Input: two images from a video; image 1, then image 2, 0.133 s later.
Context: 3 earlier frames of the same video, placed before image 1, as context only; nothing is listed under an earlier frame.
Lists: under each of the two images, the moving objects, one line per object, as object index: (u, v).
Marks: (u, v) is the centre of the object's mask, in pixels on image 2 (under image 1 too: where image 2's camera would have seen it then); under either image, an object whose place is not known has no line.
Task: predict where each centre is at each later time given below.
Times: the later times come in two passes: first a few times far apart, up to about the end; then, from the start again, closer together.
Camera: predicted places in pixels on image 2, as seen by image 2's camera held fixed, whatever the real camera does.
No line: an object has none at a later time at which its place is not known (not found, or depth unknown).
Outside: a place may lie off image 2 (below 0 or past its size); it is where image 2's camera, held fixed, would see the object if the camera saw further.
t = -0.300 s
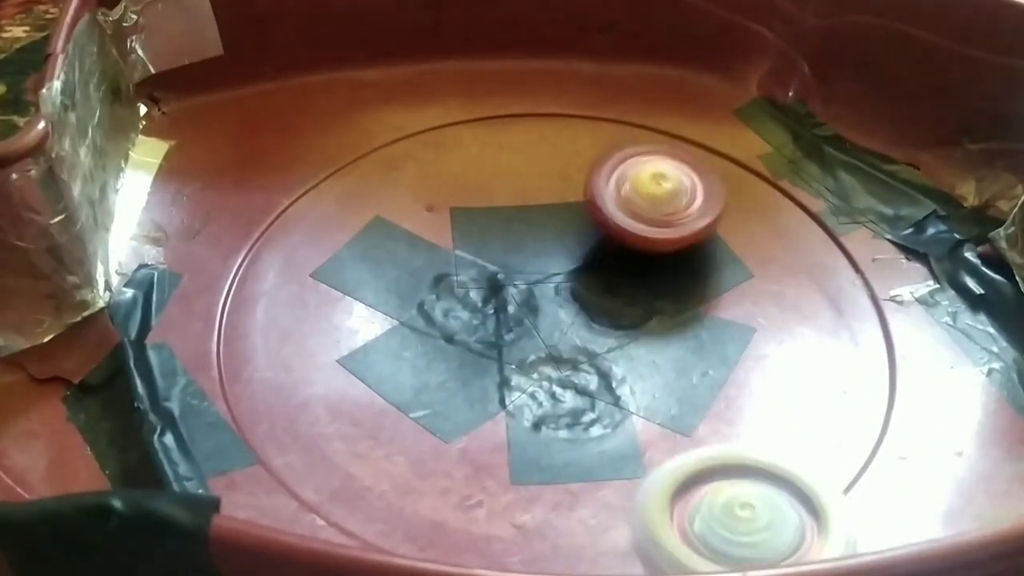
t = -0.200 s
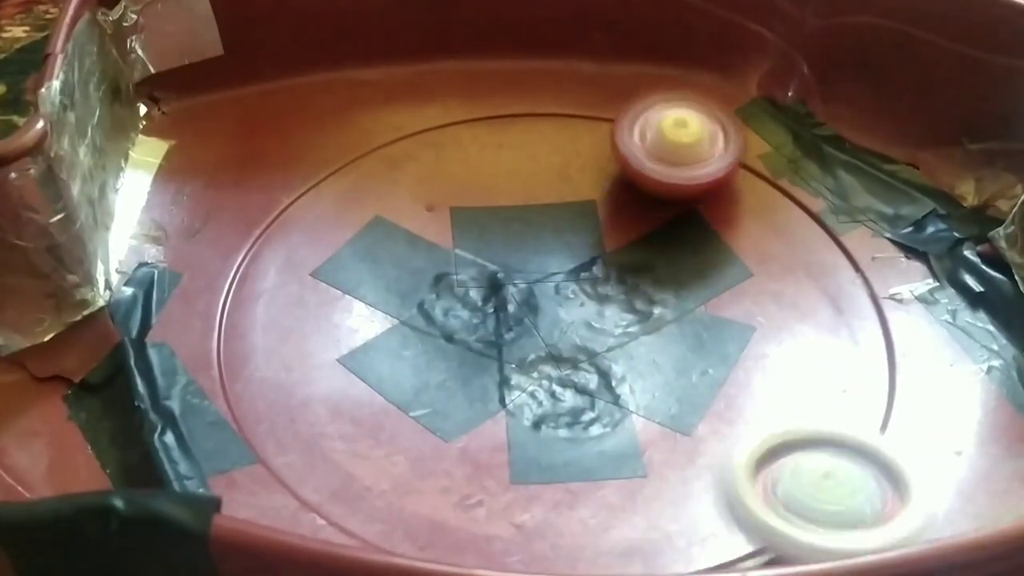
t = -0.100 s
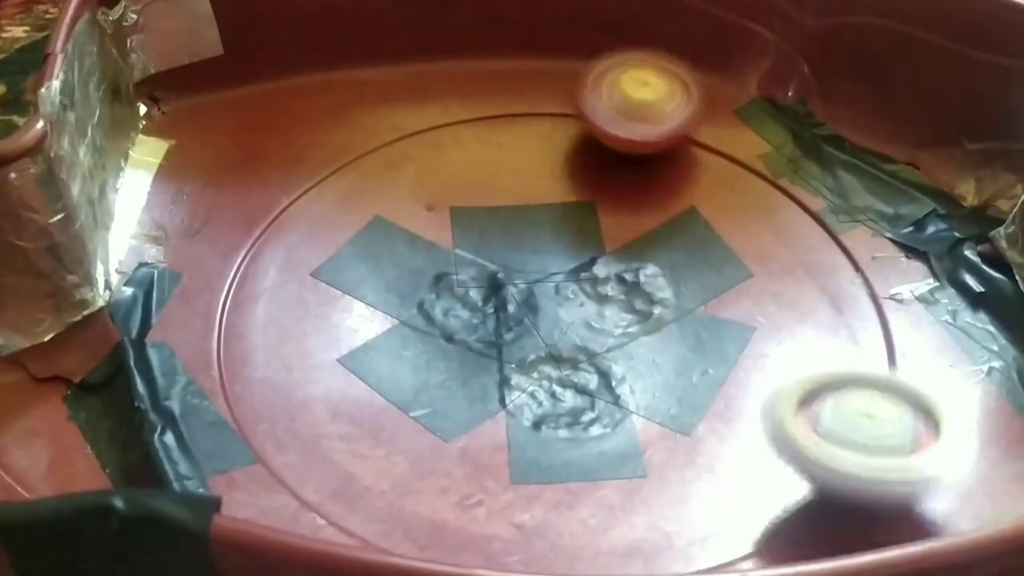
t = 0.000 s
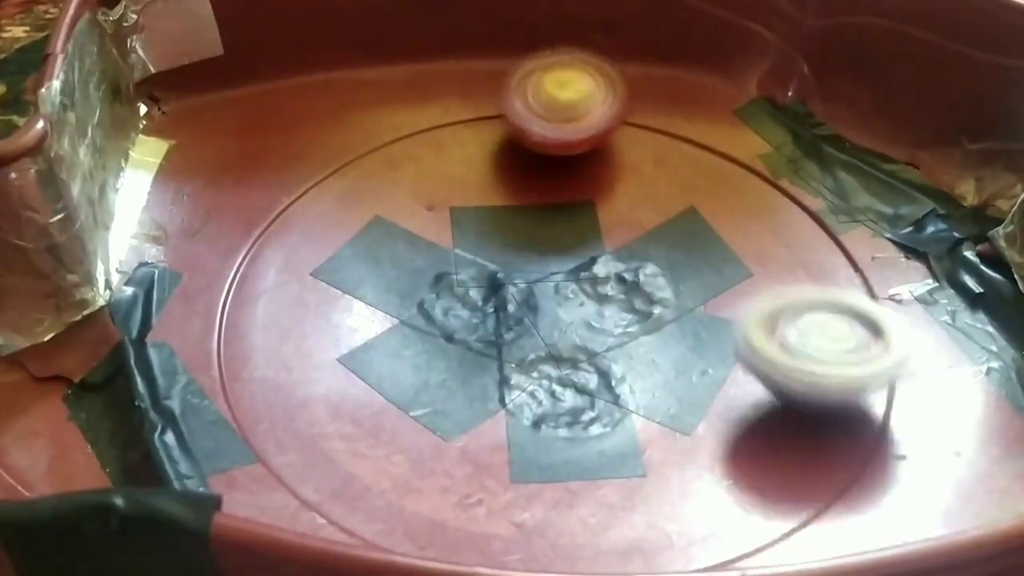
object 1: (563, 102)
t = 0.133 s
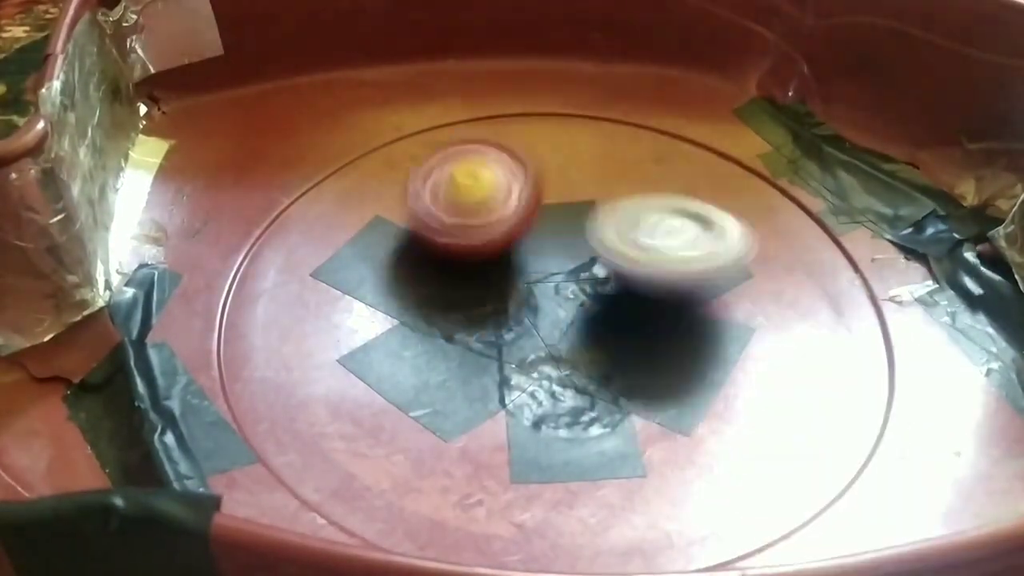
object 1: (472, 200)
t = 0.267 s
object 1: (402, 322)
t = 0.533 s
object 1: (791, 439)
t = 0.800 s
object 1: (842, 240)
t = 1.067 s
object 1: (385, 246)
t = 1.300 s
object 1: (286, 433)
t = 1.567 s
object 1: (659, 444)
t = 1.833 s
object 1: (590, 225)
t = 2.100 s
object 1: (285, 223)
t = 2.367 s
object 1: (359, 372)
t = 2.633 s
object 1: (616, 288)
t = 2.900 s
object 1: (537, 180)
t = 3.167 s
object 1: (403, 297)
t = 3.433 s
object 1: (667, 345)
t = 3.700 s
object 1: (737, 201)
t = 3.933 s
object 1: (522, 218)
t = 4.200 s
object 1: (508, 340)
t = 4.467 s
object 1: (756, 327)
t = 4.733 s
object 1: (644, 226)
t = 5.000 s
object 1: (498, 277)
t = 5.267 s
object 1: (507, 403)
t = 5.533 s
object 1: (709, 335)
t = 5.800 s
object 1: (564, 253)
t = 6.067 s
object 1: (594, 211)
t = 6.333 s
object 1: (660, 130)
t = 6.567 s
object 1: (622, 170)
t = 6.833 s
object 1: (674, 310)
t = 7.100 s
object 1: (825, 377)
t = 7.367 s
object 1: (841, 341)
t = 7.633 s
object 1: (623, 317)
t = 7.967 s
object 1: (407, 371)
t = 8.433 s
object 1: (451, 293)
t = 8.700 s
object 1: (400, 220)
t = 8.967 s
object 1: (419, 259)
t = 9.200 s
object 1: (541, 252)
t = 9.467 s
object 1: (595, 258)
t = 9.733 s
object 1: (698, 311)
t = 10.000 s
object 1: (724, 287)
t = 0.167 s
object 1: (466, 231)
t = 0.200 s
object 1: (435, 263)
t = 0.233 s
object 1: (412, 292)
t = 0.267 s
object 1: (402, 322)
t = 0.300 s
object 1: (408, 351)
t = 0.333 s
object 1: (430, 382)
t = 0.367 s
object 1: (469, 409)
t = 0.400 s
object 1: (519, 430)
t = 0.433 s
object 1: (581, 442)
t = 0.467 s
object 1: (644, 449)
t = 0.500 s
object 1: (718, 448)
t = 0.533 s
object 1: (791, 439)
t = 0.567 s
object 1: (863, 424)
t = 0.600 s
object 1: (920, 394)
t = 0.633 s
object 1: (952, 368)
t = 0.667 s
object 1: (972, 344)
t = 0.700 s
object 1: (976, 314)
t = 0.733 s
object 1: (956, 283)
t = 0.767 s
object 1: (906, 259)
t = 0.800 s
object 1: (842, 240)
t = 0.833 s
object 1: (783, 223)
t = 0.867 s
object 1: (727, 213)
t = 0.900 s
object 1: (665, 206)
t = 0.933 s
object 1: (602, 205)
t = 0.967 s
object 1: (538, 211)
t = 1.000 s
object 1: (483, 218)
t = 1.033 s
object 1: (432, 229)
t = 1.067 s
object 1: (385, 246)
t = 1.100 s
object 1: (343, 267)
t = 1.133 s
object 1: (305, 294)
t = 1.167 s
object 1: (278, 320)
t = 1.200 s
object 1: (256, 350)
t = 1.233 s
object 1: (247, 380)
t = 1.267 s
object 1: (256, 404)
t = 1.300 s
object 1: (286, 433)
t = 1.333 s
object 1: (323, 457)
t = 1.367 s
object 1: (363, 472)
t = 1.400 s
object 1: (410, 487)
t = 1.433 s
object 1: (466, 497)
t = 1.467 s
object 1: (523, 499)
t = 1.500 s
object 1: (579, 489)
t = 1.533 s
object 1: (620, 472)
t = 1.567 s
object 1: (659, 444)
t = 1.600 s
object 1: (684, 413)
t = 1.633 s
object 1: (701, 378)
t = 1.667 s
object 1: (701, 343)
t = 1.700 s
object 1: (690, 309)
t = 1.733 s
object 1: (673, 282)
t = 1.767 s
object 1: (650, 257)
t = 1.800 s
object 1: (622, 239)
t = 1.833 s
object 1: (590, 225)
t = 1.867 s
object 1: (556, 218)
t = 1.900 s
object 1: (520, 208)
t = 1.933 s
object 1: (480, 202)
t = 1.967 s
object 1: (436, 200)
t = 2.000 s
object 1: (394, 200)
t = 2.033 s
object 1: (355, 206)
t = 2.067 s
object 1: (318, 215)
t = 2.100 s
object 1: (285, 223)
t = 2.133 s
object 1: (255, 241)
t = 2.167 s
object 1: (239, 257)
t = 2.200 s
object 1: (229, 282)
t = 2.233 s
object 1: (233, 300)
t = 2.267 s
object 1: (248, 317)
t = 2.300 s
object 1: (276, 338)
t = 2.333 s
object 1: (314, 354)
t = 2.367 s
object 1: (359, 372)
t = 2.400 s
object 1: (409, 381)
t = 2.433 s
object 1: (461, 383)
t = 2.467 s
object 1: (508, 379)
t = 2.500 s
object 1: (548, 367)
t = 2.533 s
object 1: (577, 353)
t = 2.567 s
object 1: (596, 333)
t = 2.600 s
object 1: (607, 309)
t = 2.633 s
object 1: (616, 288)
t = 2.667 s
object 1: (626, 271)
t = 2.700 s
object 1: (628, 254)
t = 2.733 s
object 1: (622, 237)
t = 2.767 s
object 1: (618, 222)
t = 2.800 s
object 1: (607, 207)
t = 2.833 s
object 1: (591, 195)
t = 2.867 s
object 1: (567, 185)
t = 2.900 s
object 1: (537, 180)
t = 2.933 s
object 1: (506, 177)
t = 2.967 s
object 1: (476, 179)
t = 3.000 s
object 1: (448, 185)
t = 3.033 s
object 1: (419, 197)
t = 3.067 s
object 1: (399, 214)
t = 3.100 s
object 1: (388, 242)
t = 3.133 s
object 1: (389, 269)
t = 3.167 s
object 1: (403, 297)
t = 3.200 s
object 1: (429, 323)
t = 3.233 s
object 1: (462, 341)
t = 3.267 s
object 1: (499, 352)
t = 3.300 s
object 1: (535, 361)
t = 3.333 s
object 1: (573, 364)
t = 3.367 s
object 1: (606, 361)
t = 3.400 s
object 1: (636, 351)
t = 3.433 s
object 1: (667, 345)
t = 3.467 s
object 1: (695, 330)
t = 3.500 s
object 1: (716, 314)
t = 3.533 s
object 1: (734, 297)
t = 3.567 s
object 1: (750, 276)
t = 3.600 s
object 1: (759, 258)
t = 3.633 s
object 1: (759, 233)
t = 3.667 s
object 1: (753, 217)
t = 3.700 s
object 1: (737, 201)
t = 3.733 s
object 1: (711, 188)
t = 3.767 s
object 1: (684, 182)
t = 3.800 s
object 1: (651, 179)
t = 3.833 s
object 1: (620, 181)
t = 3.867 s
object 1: (586, 188)
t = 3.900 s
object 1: (551, 201)
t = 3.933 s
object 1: (522, 218)
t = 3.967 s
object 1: (499, 239)
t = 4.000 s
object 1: (486, 255)
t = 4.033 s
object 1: (475, 273)
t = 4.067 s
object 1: (470, 290)
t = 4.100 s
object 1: (473, 305)
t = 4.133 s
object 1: (483, 315)
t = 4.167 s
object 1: (490, 325)
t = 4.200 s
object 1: (508, 340)
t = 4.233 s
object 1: (536, 359)
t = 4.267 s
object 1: (569, 368)
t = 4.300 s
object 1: (610, 373)
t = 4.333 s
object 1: (649, 376)
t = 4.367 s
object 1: (680, 371)
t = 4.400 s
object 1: (707, 358)
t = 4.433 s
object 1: (736, 342)
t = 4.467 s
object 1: (756, 327)
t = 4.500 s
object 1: (772, 310)
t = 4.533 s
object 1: (778, 292)
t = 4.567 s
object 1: (774, 271)
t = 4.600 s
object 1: (761, 255)
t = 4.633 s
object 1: (741, 241)
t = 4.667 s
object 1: (712, 233)
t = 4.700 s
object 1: (679, 227)
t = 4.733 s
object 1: (644, 226)
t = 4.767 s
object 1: (611, 229)
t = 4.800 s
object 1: (587, 233)
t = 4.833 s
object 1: (569, 236)
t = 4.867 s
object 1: (557, 239)
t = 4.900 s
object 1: (548, 246)
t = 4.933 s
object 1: (534, 256)
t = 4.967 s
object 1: (518, 266)
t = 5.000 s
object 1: (498, 277)
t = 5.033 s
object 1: (479, 289)
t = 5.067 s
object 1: (467, 302)
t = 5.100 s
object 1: (457, 319)
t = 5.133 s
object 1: (447, 337)
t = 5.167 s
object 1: (450, 356)
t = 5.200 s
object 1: (462, 372)
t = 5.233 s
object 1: (483, 390)
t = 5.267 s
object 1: (507, 403)
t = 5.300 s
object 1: (536, 408)
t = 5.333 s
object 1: (569, 411)
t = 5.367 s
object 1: (601, 407)
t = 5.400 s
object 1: (634, 402)
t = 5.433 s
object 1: (663, 387)
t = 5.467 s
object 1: (686, 372)
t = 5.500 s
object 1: (703, 356)
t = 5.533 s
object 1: (709, 335)
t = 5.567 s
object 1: (703, 313)
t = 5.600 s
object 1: (687, 293)
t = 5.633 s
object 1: (667, 276)
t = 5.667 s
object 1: (648, 266)
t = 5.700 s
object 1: (624, 258)
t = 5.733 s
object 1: (603, 252)
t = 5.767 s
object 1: (582, 252)
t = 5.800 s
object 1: (564, 253)
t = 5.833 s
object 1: (549, 252)
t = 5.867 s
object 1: (530, 250)
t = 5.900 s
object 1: (510, 248)
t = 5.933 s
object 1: (487, 247)
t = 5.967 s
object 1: (466, 249)
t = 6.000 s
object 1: (509, 237)
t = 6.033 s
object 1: (557, 225)
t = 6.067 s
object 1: (594, 211)
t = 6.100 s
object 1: (618, 198)
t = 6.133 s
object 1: (635, 185)
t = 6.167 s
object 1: (647, 174)
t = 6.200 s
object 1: (655, 158)
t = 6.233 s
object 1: (656, 149)
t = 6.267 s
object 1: (658, 146)
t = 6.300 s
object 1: (658, 137)
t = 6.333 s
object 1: (660, 130)
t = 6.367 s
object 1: (658, 122)
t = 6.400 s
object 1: (652, 119)
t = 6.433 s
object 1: (645, 120)
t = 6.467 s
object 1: (637, 125)
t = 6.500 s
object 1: (631, 137)
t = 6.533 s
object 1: (625, 151)
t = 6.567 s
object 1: (622, 170)
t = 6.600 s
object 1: (618, 188)
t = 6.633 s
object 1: (615, 211)
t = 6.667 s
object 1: (617, 232)
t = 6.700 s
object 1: (628, 247)
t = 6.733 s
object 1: (640, 263)
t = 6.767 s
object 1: (649, 279)
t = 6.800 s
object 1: (661, 293)
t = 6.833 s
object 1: (674, 310)
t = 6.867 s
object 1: (690, 324)
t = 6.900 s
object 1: (708, 335)
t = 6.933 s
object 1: (728, 344)
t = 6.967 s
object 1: (747, 351)
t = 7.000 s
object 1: (764, 358)
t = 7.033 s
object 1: (785, 365)
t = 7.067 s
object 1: (805, 372)
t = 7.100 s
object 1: (825, 377)
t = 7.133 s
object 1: (840, 379)
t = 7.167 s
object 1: (861, 381)
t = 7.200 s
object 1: (878, 382)
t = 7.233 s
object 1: (884, 375)
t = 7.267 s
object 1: (876, 365)
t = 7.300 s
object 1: (868, 356)
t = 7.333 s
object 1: (856, 347)
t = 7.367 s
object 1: (841, 341)
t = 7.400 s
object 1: (819, 334)
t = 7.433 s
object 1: (792, 331)
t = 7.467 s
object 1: (769, 323)
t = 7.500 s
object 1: (739, 319)
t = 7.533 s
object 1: (706, 317)
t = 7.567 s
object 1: (676, 315)
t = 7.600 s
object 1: (648, 314)
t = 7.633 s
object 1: (623, 317)
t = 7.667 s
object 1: (595, 323)
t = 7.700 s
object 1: (565, 328)
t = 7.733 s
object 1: (538, 335)
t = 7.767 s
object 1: (518, 341)
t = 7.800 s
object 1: (495, 347)
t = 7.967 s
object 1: (407, 371)
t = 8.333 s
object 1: (465, 338)
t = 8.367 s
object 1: (463, 322)
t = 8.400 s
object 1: (460, 307)
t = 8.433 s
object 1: (451, 293)
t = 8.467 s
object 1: (442, 281)
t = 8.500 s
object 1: (439, 271)
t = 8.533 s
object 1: (441, 262)
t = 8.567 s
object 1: (436, 252)
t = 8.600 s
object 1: (427, 241)
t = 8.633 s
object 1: (419, 236)
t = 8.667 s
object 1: (413, 228)
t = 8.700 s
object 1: (400, 220)
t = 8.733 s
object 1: (387, 218)
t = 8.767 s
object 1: (377, 219)
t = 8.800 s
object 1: (375, 219)
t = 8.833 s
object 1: (375, 225)
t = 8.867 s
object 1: (378, 235)
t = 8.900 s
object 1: (391, 245)
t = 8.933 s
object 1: (403, 250)
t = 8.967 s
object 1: (419, 259)
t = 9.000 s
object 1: (441, 265)
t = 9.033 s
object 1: (463, 268)
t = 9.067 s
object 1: (479, 266)
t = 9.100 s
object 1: (496, 265)
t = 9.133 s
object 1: (513, 259)
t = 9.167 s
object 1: (529, 255)
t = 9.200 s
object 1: (541, 252)
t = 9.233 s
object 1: (563, 253)
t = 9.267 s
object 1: (581, 248)
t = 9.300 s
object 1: (587, 246)
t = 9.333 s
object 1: (595, 251)
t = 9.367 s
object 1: (600, 248)
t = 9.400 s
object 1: (596, 250)
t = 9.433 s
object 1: (592, 256)
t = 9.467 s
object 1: (595, 258)
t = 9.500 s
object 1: (600, 268)
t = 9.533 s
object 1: (612, 277)
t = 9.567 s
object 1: (629, 284)
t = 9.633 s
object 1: (658, 296)
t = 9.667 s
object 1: (669, 303)
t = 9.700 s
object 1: (683, 309)
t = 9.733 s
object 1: (698, 311)
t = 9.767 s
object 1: (714, 309)
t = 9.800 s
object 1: (726, 307)
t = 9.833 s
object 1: (738, 303)
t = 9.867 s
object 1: (744, 297)
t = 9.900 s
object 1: (745, 295)
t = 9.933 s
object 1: (743, 291)
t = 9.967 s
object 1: (734, 289)
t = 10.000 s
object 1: (724, 287)
